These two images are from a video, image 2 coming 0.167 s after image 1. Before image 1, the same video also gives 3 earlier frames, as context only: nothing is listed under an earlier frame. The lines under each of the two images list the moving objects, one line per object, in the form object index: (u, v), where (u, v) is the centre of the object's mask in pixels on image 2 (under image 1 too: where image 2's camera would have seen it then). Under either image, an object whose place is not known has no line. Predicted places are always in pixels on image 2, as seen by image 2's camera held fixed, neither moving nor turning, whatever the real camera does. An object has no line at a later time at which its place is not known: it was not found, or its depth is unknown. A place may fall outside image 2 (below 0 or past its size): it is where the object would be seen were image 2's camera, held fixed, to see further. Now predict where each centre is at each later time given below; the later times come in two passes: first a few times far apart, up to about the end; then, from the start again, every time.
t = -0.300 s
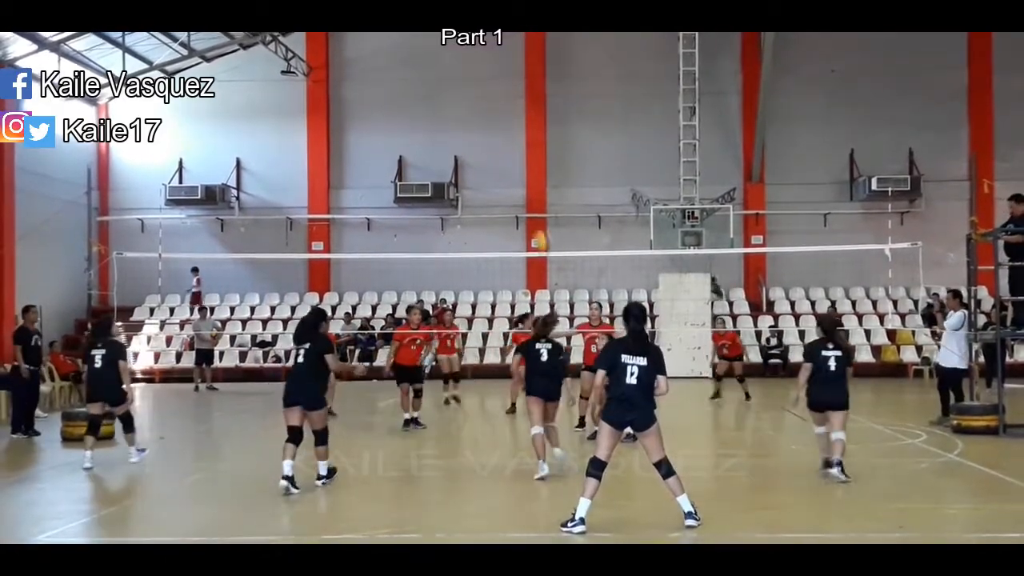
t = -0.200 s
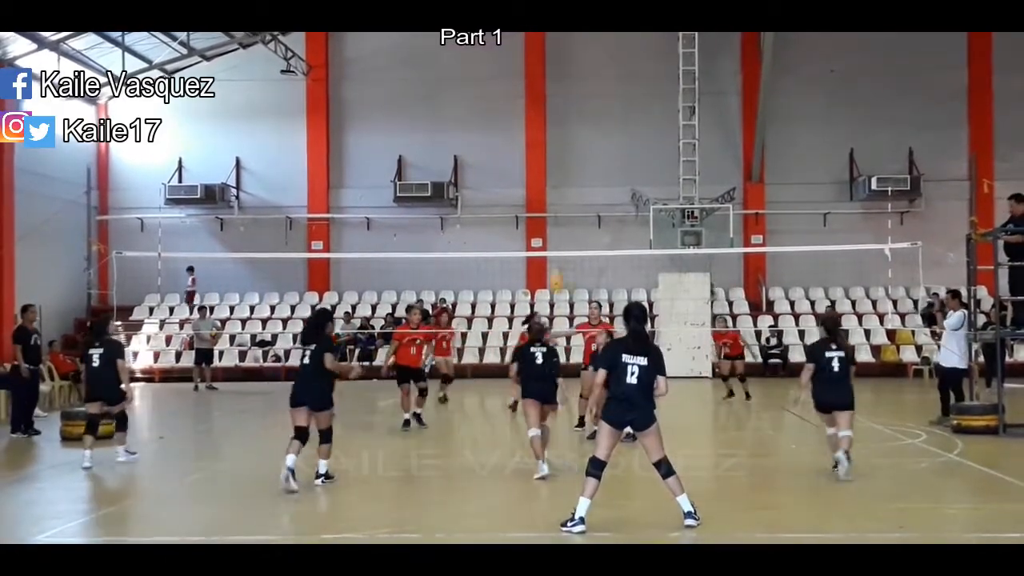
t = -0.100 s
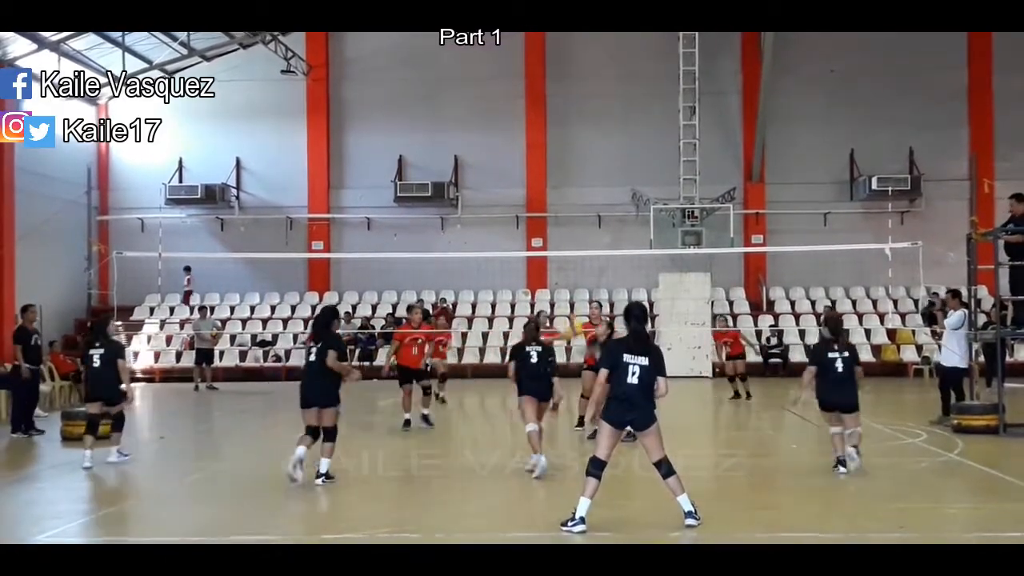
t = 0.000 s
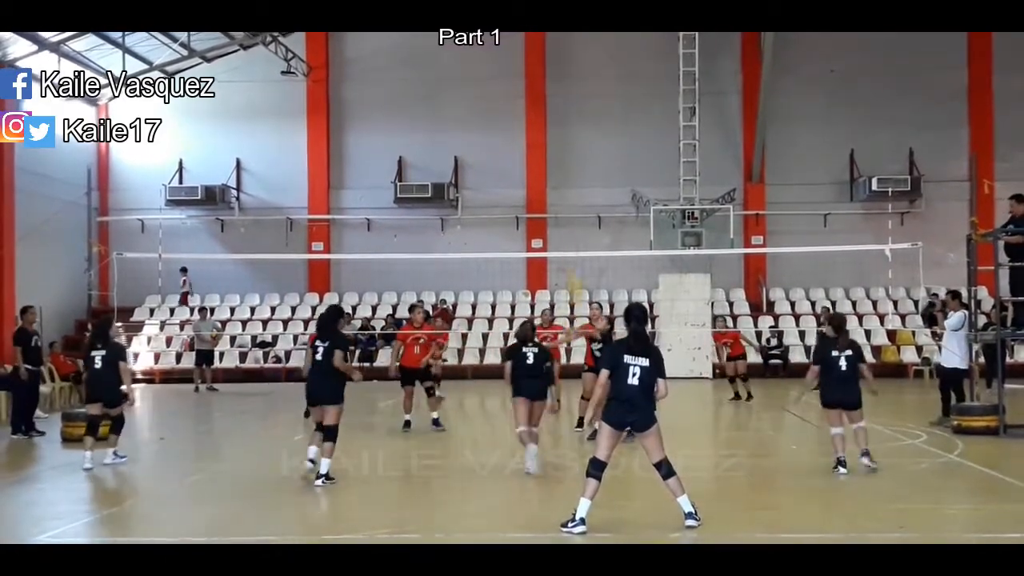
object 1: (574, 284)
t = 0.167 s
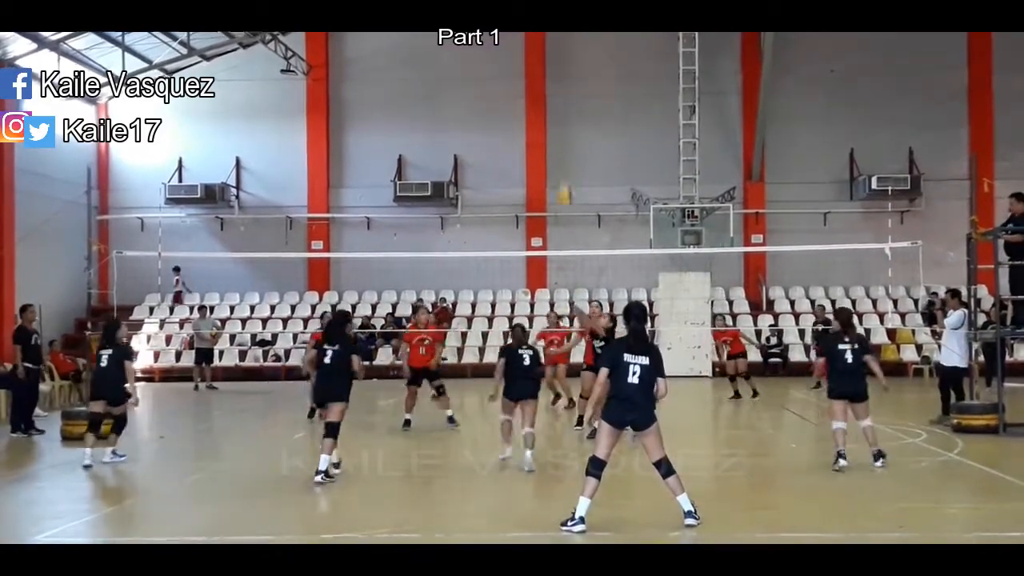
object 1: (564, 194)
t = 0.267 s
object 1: (557, 146)
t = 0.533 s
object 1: (548, 71)
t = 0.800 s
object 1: (538, 60)
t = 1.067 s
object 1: (527, 105)
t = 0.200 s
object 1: (560, 171)
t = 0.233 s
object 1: (559, 158)
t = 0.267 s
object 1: (557, 146)
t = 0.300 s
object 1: (558, 131)
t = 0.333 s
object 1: (557, 116)
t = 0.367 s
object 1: (555, 106)
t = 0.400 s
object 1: (553, 97)
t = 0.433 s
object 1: (554, 93)
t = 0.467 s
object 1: (552, 84)
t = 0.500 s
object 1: (550, 77)
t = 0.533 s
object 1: (548, 71)
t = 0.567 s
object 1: (546, 67)
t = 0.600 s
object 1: (545, 64)
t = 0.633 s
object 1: (542, 60)
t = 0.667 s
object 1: (542, 59)
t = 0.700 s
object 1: (540, 58)
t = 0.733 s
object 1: (539, 57)
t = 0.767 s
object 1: (539, 57)
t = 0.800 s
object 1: (538, 60)
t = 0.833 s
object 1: (537, 64)
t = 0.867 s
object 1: (534, 67)
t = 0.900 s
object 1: (534, 70)
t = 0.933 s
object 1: (534, 75)
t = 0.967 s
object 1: (530, 81)
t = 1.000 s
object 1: (528, 89)
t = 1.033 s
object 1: (528, 102)
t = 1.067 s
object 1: (527, 105)
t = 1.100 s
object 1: (524, 109)
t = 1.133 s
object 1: (523, 125)
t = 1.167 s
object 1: (522, 134)
